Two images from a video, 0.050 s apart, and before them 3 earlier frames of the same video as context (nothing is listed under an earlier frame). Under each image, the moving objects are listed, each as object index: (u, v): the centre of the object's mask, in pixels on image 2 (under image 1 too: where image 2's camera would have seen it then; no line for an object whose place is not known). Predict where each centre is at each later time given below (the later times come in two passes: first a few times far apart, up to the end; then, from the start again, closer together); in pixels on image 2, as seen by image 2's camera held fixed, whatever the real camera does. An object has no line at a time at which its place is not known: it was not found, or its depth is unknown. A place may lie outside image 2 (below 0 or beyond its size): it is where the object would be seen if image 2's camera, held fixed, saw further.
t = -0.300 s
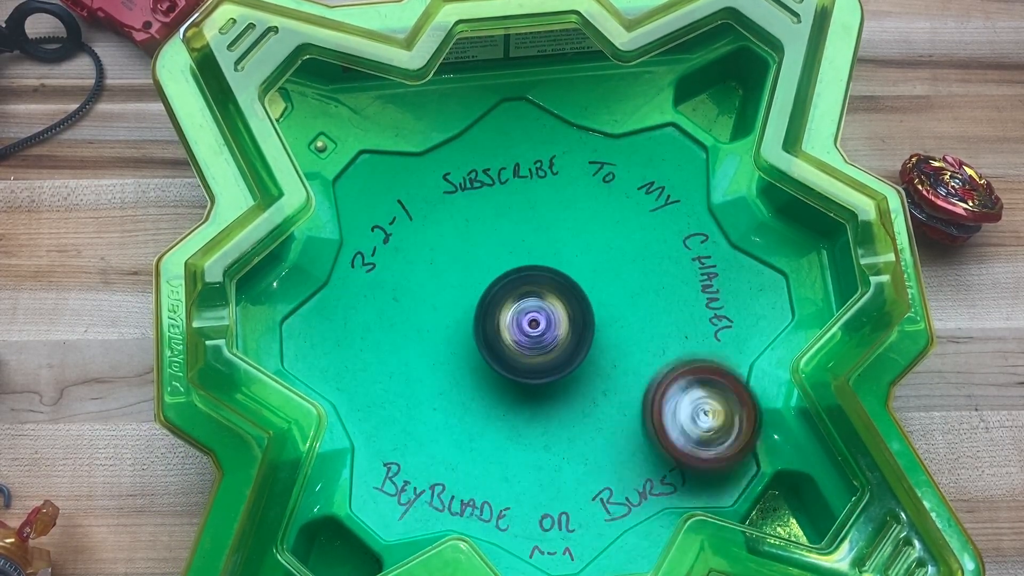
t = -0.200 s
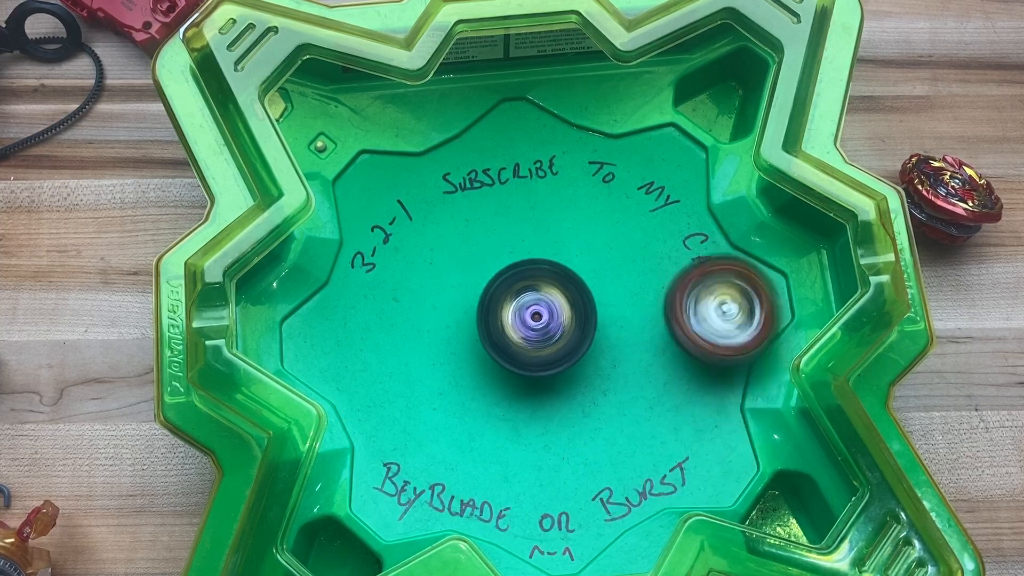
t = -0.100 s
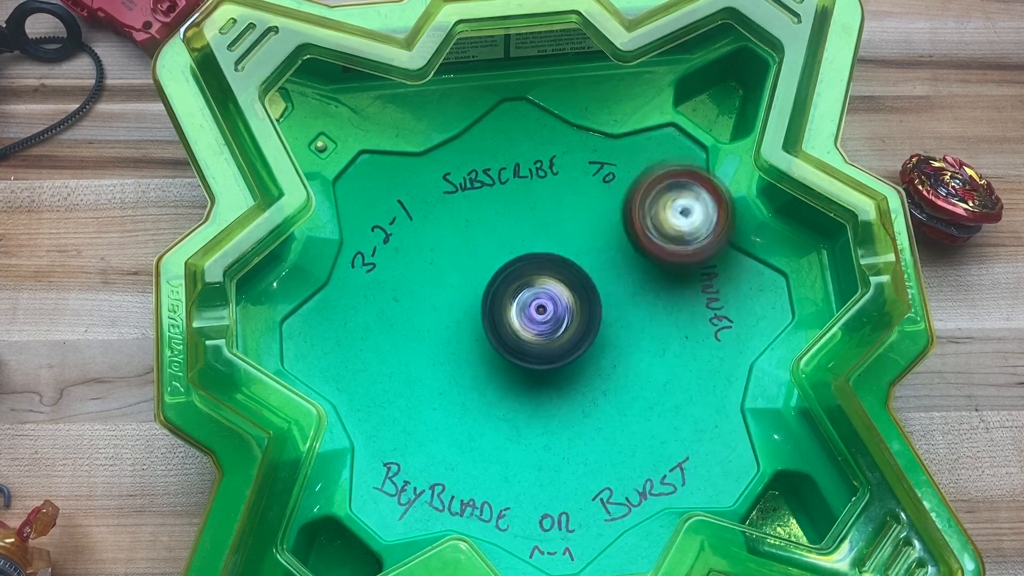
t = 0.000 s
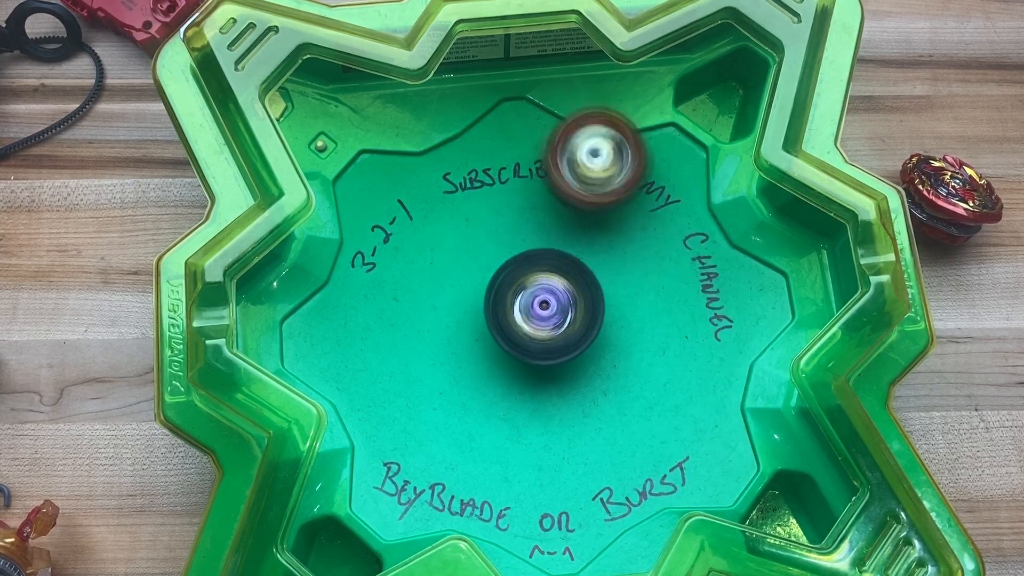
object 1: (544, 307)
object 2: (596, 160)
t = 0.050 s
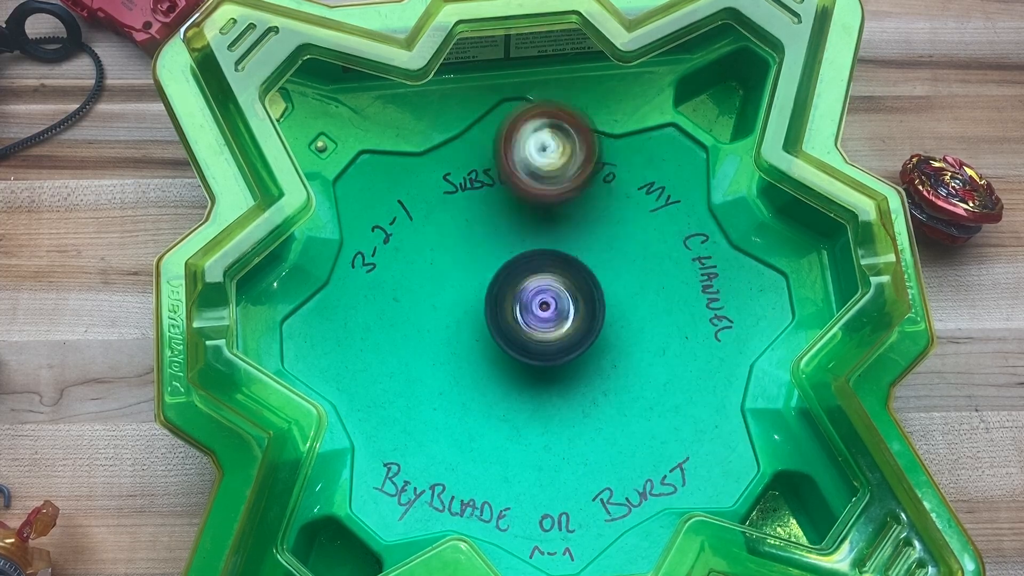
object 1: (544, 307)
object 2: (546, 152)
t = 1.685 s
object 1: (545, 313)
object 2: (644, 466)
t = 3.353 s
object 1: (546, 312)
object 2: (416, 238)
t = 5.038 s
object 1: (543, 315)
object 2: (657, 271)
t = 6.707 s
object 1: (508, 412)
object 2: (468, 255)
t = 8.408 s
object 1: (595, 404)
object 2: (517, 207)
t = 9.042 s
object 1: (532, 372)
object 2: (600, 240)
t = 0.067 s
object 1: (546, 306)
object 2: (531, 153)
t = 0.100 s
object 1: (546, 307)
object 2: (499, 159)
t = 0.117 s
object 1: (546, 309)
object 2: (484, 163)
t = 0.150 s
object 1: (547, 309)
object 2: (455, 177)
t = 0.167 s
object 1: (547, 309)
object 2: (442, 184)
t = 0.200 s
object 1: (547, 310)
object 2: (417, 206)
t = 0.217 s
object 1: (547, 312)
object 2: (405, 218)
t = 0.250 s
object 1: (547, 313)
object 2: (388, 246)
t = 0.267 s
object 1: (546, 312)
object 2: (381, 262)
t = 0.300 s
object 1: (545, 314)
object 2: (374, 294)
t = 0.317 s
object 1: (547, 315)
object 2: (373, 314)
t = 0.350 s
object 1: (546, 316)
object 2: (374, 346)
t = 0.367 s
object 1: (544, 316)
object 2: (380, 363)
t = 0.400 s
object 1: (544, 317)
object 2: (395, 397)
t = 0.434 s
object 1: (543, 318)
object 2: (415, 423)
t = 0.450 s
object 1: (545, 317)
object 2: (431, 436)
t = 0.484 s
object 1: (544, 317)
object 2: (460, 458)
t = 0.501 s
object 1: (544, 318)
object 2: (476, 465)
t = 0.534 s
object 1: (544, 319)
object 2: (511, 476)
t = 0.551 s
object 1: (543, 318)
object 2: (529, 478)
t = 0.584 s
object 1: (543, 318)
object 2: (564, 477)
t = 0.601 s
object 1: (544, 319)
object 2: (582, 473)
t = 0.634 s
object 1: (544, 319)
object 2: (617, 463)
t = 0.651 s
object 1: (542, 320)
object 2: (633, 456)
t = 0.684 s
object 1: (542, 320)
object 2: (661, 434)
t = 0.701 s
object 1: (543, 319)
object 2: (674, 421)
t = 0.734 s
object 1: (542, 319)
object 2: (693, 394)
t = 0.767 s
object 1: (542, 319)
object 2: (707, 363)
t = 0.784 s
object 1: (542, 320)
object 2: (714, 348)
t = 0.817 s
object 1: (542, 319)
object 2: (718, 316)
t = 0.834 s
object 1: (540, 318)
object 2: (716, 297)
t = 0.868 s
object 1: (540, 317)
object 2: (712, 265)
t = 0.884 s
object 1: (542, 316)
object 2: (706, 248)
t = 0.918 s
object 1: (542, 315)
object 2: (691, 220)
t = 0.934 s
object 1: (542, 316)
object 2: (680, 206)
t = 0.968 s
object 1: (543, 315)
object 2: (659, 181)
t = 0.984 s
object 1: (543, 313)
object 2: (646, 173)
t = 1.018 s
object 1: (543, 313)
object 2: (616, 158)
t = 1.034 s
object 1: (544, 314)
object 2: (601, 152)
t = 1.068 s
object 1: (544, 313)
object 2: (569, 147)
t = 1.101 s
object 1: (544, 313)
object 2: (535, 148)
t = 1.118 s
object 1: (543, 314)
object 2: (520, 149)
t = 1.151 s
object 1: (544, 313)
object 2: (488, 160)
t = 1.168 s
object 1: (543, 312)
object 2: (473, 167)
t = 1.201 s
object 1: (543, 312)
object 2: (448, 186)
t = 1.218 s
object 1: (544, 312)
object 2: (436, 199)
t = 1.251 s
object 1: (545, 312)
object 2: (416, 223)
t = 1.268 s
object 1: (543, 312)
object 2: (408, 237)
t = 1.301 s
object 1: (544, 312)
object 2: (396, 271)
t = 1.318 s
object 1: (544, 311)
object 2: (392, 286)
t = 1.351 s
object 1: (544, 311)
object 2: (390, 321)
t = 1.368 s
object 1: (546, 311)
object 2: (391, 336)
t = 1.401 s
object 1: (546, 311)
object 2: (400, 371)
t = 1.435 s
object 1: (546, 311)
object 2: (415, 402)
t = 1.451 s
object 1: (545, 312)
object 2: (424, 416)
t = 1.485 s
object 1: (546, 312)
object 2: (448, 441)
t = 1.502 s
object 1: (545, 311)
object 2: (463, 454)
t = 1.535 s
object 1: (544, 312)
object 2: (493, 472)
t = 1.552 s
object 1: (546, 312)
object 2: (509, 478)
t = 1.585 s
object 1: (546, 312)
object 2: (543, 484)
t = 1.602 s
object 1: (545, 313)
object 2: (561, 485)
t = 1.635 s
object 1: (546, 313)
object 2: (596, 483)
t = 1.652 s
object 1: (545, 312)
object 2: (614, 480)
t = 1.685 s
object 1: (545, 313)
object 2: (644, 466)
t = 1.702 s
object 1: (547, 312)
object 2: (659, 456)
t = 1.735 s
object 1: (547, 312)
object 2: (685, 433)
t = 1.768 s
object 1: (546, 313)
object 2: (705, 406)
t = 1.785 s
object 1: (547, 314)
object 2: (711, 392)
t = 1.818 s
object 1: (548, 314)
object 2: (721, 360)
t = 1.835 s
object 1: (546, 314)
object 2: (723, 344)
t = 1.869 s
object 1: (547, 315)
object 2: (722, 309)
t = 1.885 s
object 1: (547, 314)
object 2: (719, 294)
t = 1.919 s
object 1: (547, 314)
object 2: (708, 263)
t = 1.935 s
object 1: (549, 315)
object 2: (700, 249)
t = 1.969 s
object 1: (548, 315)
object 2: (680, 222)
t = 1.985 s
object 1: (547, 317)
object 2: (667, 211)
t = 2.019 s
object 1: (548, 317)
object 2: (643, 190)
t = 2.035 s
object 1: (547, 316)
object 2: (629, 183)
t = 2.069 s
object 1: (547, 317)
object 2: (599, 172)
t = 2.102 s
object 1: (548, 318)
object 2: (567, 166)
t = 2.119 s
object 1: (548, 317)
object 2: (551, 165)
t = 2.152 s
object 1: (547, 317)
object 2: (519, 168)
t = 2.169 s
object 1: (549, 318)
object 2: (503, 172)
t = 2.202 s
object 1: (549, 318)
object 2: (474, 183)
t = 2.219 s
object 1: (548, 320)
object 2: (461, 191)
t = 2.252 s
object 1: (548, 321)
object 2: (436, 210)
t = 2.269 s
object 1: (546, 320)
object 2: (425, 220)
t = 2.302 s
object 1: (545, 321)
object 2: (405, 244)
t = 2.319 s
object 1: (546, 320)
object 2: (397, 259)
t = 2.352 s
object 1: (544, 319)
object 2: (386, 287)
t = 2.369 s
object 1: (546, 320)
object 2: (384, 303)
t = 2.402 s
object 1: (546, 318)
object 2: (382, 334)
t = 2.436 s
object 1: (545, 318)
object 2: (388, 368)
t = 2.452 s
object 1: (546, 319)
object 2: (392, 382)
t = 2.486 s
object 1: (546, 319)
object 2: (408, 410)
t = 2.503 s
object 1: (544, 319)
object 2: (417, 424)
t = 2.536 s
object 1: (544, 319)
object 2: (440, 446)
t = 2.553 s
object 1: (544, 318)
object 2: (455, 455)
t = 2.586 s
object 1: (543, 318)
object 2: (486, 471)
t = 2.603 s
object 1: (544, 318)
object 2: (501, 475)
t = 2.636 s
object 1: (543, 318)
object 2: (535, 480)
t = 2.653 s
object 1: (543, 319)
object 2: (552, 481)
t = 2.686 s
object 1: (543, 318)
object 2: (584, 475)
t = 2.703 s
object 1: (542, 318)
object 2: (599, 469)
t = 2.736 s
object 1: (542, 319)
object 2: (629, 453)
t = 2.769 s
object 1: (543, 318)
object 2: (654, 431)
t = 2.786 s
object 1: (541, 318)
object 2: (664, 419)
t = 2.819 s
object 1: (541, 318)
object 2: (682, 391)
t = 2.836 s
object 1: (541, 316)
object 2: (689, 377)
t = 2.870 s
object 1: (541, 316)
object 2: (698, 349)
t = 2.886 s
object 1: (542, 316)
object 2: (700, 333)
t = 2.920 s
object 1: (542, 315)
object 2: (699, 301)
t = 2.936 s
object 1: (542, 316)
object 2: (697, 287)
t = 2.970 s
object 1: (542, 314)
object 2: (688, 259)
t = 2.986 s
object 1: (541, 315)
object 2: (681, 245)
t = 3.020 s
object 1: (543, 315)
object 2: (664, 218)
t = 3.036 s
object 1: (541, 313)
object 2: (653, 207)
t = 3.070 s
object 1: (542, 314)
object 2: (631, 187)
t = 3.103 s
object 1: (543, 314)
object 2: (605, 172)
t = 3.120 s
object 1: (542, 313)
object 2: (592, 166)
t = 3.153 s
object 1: (543, 314)
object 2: (564, 161)
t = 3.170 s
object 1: (544, 312)
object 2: (548, 160)
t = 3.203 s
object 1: (543, 312)
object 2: (519, 161)
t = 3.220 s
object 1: (545, 312)
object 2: (506, 165)
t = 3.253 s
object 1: (544, 311)
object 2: (480, 176)
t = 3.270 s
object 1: (545, 313)
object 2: (466, 182)
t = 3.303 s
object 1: (545, 311)
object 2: (443, 200)
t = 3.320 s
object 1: (544, 312)
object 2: (433, 213)
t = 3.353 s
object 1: (546, 312)
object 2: (416, 238)
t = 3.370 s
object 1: (545, 311)
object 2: (410, 249)
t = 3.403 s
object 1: (545, 312)
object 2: (402, 278)
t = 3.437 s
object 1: (547, 312)
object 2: (399, 308)
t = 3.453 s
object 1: (545, 312)
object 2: (400, 324)
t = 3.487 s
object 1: (546, 313)
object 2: (406, 353)
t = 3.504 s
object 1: (546, 312)
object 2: (412, 367)
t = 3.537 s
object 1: (546, 313)
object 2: (428, 393)
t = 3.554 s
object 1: (547, 312)
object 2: (437, 405)
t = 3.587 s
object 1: (546, 312)
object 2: (461, 425)
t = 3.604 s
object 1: (548, 313)
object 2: (474, 434)
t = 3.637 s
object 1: (548, 313)
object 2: (502, 448)
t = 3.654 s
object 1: (547, 315)
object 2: (517, 454)
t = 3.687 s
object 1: (548, 314)
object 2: (547, 459)
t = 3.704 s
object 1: (547, 315)
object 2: (564, 458)
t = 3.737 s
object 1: (548, 315)
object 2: (595, 454)
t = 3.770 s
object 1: (549, 314)
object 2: (624, 444)
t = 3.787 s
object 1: (548, 315)
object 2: (636, 436)
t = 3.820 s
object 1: (549, 315)
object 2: (660, 418)
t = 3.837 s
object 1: (547, 315)
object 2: (671, 408)
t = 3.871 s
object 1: (549, 316)
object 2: (688, 384)
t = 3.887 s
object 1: (548, 315)
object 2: (694, 371)
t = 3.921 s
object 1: (548, 316)
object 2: (702, 344)
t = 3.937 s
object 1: (549, 315)
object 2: (705, 330)
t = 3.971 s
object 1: (548, 316)
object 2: (704, 301)
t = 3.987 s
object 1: (549, 316)
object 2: (700, 287)
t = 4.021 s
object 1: (548, 316)
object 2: (690, 261)
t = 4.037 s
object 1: (549, 317)
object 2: (684, 249)
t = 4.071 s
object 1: (548, 317)
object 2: (666, 226)
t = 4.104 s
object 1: (547, 317)
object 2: (645, 208)
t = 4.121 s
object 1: (548, 318)
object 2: (632, 200)
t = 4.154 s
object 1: (547, 317)
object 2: (606, 189)
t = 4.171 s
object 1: (548, 319)
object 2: (593, 186)
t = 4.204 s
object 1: (547, 318)
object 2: (564, 183)
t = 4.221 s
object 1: (547, 320)
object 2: (549, 183)
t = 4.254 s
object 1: (547, 319)
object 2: (523, 188)
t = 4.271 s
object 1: (546, 320)
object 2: (509, 192)
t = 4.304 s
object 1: (547, 320)
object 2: (484, 204)
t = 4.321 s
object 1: (545, 319)
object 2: (472, 213)
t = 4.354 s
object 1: (546, 320)
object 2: (452, 231)
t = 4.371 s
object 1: (545, 318)
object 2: (443, 241)
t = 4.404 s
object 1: (545, 319)
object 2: (429, 265)
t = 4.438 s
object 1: (546, 318)
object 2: (419, 292)
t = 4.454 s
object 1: (544, 319)
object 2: (416, 305)
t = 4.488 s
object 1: (545, 319)
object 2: (414, 333)
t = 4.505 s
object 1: (544, 318)
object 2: (416, 346)
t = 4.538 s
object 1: (544, 320)
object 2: (422, 373)
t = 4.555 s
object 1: (543, 318)
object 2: (429, 387)
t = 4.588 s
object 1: (542, 319)
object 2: (445, 411)
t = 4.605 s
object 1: (543, 318)
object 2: (454, 420)
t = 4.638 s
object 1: (541, 318)
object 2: (476, 437)
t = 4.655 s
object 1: (542, 317)
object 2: (490, 445)
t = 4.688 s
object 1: (541, 318)
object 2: (516, 454)
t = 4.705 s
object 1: (542, 318)
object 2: (529, 455)
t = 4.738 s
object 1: (541, 317)
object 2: (557, 455)
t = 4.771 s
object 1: (540, 318)
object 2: (585, 449)
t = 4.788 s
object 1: (541, 316)
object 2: (598, 443)
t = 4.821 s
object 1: (540, 317)
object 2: (622, 428)
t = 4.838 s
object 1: (542, 316)
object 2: (631, 420)
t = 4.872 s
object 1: (541, 316)
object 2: (649, 399)
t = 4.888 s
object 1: (543, 316)
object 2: (656, 387)
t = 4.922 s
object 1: (541, 315)
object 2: (666, 361)
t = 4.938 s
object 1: (543, 315)
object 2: (668, 349)
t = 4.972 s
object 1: (542, 314)
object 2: (670, 322)
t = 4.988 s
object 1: (543, 315)
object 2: (669, 307)
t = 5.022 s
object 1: (542, 314)
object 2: (662, 281)
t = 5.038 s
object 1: (543, 315)
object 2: (657, 271)
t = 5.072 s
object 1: (542, 313)
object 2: (643, 248)
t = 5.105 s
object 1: (541, 314)
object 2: (626, 228)
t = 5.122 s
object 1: (542, 313)
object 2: (615, 219)
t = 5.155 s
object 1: (541, 313)
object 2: (594, 206)
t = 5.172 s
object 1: (543, 313)
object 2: (584, 201)
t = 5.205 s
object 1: (542, 313)
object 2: (560, 193)
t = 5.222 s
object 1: (544, 313)
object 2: (547, 192)
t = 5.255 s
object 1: (543, 312)
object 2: (523, 192)
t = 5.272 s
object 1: (544, 313)
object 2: (511, 193)
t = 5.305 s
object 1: (543, 312)
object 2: (488, 201)
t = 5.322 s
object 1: (544, 313)
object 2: (478, 207)
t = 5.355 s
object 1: (544, 312)
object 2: (458, 222)
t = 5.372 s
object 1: (544, 314)
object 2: (448, 231)
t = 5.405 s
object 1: (544, 312)
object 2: (434, 251)
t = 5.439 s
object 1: (543, 312)
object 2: (425, 274)
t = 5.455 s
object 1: (545, 312)
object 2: (422, 286)
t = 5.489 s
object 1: (543, 312)
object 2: (420, 311)
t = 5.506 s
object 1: (545, 312)
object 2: (421, 324)
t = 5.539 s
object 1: (544, 312)
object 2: (427, 347)
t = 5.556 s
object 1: (545, 312)
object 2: (432, 358)
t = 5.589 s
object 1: (544, 312)
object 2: (445, 381)
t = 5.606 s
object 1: (546, 313)
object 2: (454, 392)
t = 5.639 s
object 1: (547, 311)
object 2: (471, 411)
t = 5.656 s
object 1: (549, 311)
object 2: (480, 421)
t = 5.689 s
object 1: (550, 311)
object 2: (503, 435)
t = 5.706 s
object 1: (551, 312)
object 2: (513, 437)
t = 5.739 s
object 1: (551, 311)
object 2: (539, 444)
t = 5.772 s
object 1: (551, 312)
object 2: (564, 445)
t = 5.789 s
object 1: (552, 310)
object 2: (578, 443)
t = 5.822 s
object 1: (552, 311)
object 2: (602, 435)
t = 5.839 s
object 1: (552, 310)
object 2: (614, 430)
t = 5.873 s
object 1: (552, 311)
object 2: (635, 416)
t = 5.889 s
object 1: (553, 310)
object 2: (643, 404)
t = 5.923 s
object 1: (552, 311)
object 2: (655, 385)
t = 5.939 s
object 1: (553, 310)
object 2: (662, 373)
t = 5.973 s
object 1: (552, 310)
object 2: (669, 351)
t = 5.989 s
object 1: (552, 308)
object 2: (673, 342)
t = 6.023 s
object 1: (550, 308)
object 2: (676, 317)
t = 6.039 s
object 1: (550, 307)
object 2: (673, 303)
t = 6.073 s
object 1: (549, 307)
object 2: (668, 282)
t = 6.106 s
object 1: (548, 307)
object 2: (659, 262)
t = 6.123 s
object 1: (545, 307)
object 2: (654, 252)
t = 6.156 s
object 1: (544, 307)
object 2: (640, 233)
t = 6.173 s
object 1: (542, 308)
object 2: (633, 226)
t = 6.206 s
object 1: (541, 308)
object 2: (613, 214)
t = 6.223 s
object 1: (540, 309)
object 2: (603, 209)
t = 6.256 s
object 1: (536, 312)
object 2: (585, 201)
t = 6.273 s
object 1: (525, 321)
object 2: (584, 187)
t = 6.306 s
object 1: (509, 344)
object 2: (577, 166)
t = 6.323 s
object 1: (504, 353)
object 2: (573, 157)
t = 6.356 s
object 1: (492, 372)
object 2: (560, 142)
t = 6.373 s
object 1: (489, 383)
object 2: (554, 137)
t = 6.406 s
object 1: (485, 397)
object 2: (538, 126)
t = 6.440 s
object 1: (483, 410)
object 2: (520, 123)
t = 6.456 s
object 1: (484, 414)
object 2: (512, 123)
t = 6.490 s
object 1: (484, 422)
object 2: (494, 127)
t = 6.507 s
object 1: (486, 422)
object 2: (486, 132)
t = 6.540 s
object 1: (489, 426)
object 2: (474, 146)
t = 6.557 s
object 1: (490, 426)
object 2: (469, 156)
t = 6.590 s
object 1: (495, 425)
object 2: (462, 177)
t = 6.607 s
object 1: (495, 424)
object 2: (461, 188)
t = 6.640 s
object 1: (500, 420)
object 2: (460, 210)
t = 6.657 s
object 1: (501, 419)
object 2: (461, 223)
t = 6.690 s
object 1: (506, 413)
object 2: (465, 244)
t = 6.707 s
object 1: (508, 412)
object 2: (468, 255)
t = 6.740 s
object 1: (512, 405)
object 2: (476, 279)
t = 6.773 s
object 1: (515, 416)
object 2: (486, 287)
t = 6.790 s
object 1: (519, 421)
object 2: (489, 287)
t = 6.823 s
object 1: (531, 443)
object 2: (499, 282)
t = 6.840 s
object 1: (542, 448)
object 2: (503, 282)
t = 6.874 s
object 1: (556, 458)
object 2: (517, 285)
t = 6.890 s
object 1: (563, 462)
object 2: (523, 286)
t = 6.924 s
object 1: (573, 462)
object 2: (538, 287)
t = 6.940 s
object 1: (575, 463)
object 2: (545, 288)
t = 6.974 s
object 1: (582, 459)
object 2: (560, 286)
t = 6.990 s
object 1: (583, 458)
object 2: (566, 284)
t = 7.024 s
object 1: (586, 451)
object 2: (579, 282)
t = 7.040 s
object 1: (589, 450)
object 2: (584, 278)
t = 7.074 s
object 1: (590, 443)
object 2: (595, 273)
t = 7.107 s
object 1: (592, 439)
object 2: (601, 268)
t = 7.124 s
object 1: (592, 434)
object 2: (606, 265)
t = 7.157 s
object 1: (594, 429)
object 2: (608, 259)
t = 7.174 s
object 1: (593, 425)
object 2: (608, 256)
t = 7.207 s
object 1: (596, 418)
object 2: (608, 252)
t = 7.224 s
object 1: (595, 415)
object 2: (610, 253)
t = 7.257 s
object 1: (596, 406)
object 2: (604, 252)
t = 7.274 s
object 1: (596, 403)
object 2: (603, 251)
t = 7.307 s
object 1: (597, 394)
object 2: (599, 251)
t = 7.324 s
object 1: (597, 390)
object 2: (598, 255)
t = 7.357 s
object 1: (596, 379)
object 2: (592, 259)
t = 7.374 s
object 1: (596, 376)
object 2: (589, 259)
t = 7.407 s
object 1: (588, 384)
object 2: (589, 243)
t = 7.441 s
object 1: (583, 394)
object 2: (585, 223)
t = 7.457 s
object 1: (578, 396)
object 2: (583, 216)
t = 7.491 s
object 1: (574, 395)
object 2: (579, 204)
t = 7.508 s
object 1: (572, 396)
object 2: (577, 196)
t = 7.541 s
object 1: (569, 392)
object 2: (571, 184)
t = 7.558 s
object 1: (570, 390)
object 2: (567, 176)
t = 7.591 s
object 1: (567, 386)
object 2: (559, 165)
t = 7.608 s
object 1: (567, 382)
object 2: (554, 161)
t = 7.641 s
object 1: (566, 380)
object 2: (543, 157)
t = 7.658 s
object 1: (565, 376)
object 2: (538, 157)
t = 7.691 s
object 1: (565, 372)
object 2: (527, 160)
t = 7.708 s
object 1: (562, 369)
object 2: (523, 164)
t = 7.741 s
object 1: (562, 361)
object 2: (515, 175)
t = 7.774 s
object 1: (558, 353)
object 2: (509, 190)
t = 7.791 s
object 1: (559, 348)
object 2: (508, 196)
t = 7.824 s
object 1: (555, 341)
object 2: (506, 214)
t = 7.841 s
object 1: (554, 336)
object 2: (506, 223)
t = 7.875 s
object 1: (555, 345)
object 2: (506, 222)
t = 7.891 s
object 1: (555, 349)
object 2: (502, 222)
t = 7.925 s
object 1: (557, 358)
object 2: (498, 219)
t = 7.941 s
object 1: (557, 361)
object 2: (497, 219)
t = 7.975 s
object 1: (554, 361)
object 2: (496, 222)
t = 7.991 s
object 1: (555, 360)
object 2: (493, 221)
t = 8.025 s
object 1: (553, 361)
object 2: (492, 227)
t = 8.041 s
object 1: (552, 358)
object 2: (492, 231)
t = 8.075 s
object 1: (554, 358)
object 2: (493, 236)
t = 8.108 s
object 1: (553, 353)
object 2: (497, 247)
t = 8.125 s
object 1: (555, 353)
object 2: (500, 249)
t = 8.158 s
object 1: (555, 369)
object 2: (506, 241)
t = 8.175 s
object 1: (563, 377)
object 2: (506, 240)
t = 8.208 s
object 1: (570, 391)
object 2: (508, 232)
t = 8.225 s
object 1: (579, 397)
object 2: (508, 226)
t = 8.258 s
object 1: (587, 405)
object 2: (509, 216)
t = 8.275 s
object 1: (590, 409)
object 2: (511, 213)
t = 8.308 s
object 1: (593, 409)
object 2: (513, 209)
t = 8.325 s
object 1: (595, 410)
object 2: (512, 206)
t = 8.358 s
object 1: (594, 409)
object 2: (515, 205)
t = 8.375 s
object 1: (594, 407)
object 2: (516, 204)
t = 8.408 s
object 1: (595, 404)
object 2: (517, 207)
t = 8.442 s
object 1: (596, 400)
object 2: (522, 211)
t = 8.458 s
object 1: (597, 400)
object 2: (522, 214)
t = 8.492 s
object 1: (595, 396)
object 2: (528, 219)
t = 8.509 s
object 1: (596, 394)
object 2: (530, 225)
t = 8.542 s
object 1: (595, 393)
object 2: (537, 234)
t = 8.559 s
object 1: (594, 390)
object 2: (540, 237)
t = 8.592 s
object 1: (595, 387)
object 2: (548, 246)
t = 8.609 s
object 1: (593, 385)
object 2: (552, 252)
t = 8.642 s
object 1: (592, 380)
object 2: (559, 260)
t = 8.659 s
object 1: (591, 383)
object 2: (562, 259)
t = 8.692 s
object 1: (585, 389)
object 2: (572, 254)
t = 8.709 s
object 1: (585, 393)
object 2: (573, 251)
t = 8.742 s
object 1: (579, 397)
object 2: (578, 243)
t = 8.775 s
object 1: (574, 391)
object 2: (583, 241)
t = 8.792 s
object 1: (575, 388)
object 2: (584, 237)
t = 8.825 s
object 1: (571, 385)
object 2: (588, 233)
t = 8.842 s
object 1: (571, 381)
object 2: (588, 235)
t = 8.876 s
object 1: (568, 381)
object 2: (589, 233)
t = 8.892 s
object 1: (563, 378)
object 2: (589, 236)
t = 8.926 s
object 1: (561, 372)
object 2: (587, 238)
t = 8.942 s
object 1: (559, 371)
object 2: (585, 240)
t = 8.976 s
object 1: (554, 364)
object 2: (585, 245)
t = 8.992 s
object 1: (553, 361)
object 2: (585, 249)
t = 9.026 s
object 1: (538, 368)
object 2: (595, 243)
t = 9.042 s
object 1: (532, 372)
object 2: (600, 240)
